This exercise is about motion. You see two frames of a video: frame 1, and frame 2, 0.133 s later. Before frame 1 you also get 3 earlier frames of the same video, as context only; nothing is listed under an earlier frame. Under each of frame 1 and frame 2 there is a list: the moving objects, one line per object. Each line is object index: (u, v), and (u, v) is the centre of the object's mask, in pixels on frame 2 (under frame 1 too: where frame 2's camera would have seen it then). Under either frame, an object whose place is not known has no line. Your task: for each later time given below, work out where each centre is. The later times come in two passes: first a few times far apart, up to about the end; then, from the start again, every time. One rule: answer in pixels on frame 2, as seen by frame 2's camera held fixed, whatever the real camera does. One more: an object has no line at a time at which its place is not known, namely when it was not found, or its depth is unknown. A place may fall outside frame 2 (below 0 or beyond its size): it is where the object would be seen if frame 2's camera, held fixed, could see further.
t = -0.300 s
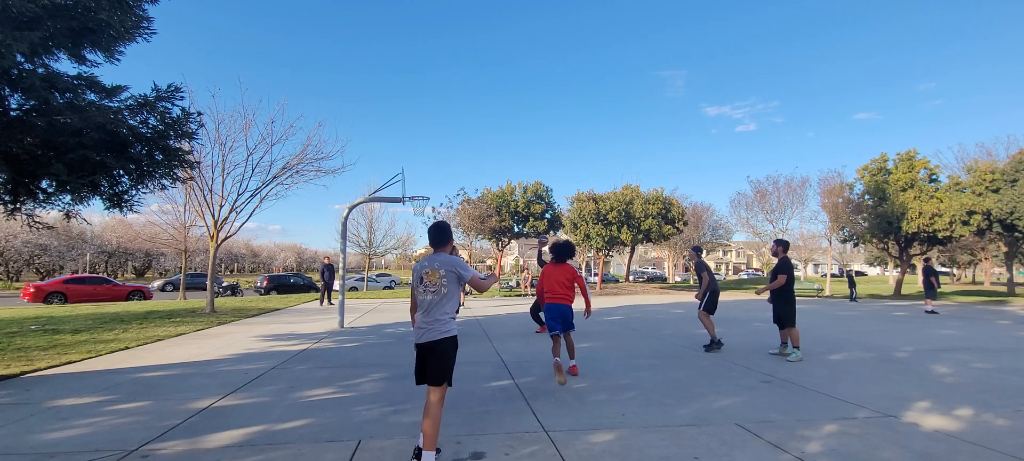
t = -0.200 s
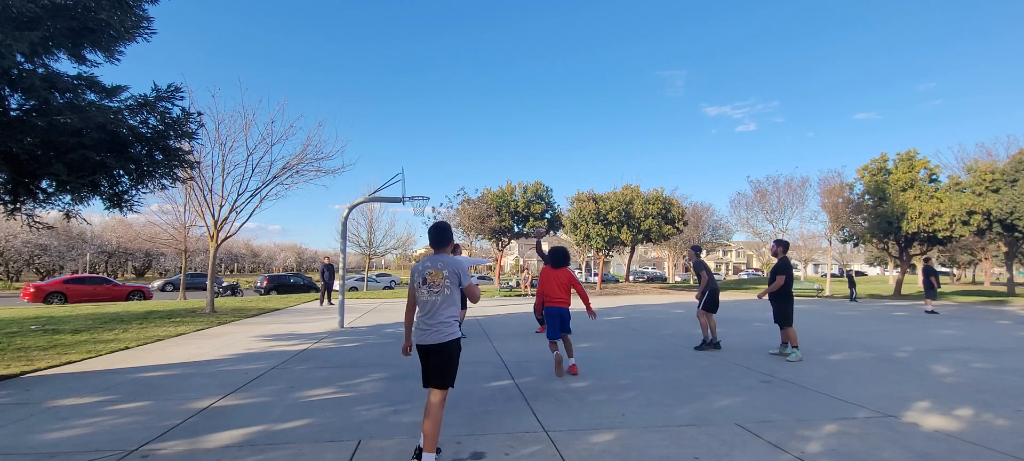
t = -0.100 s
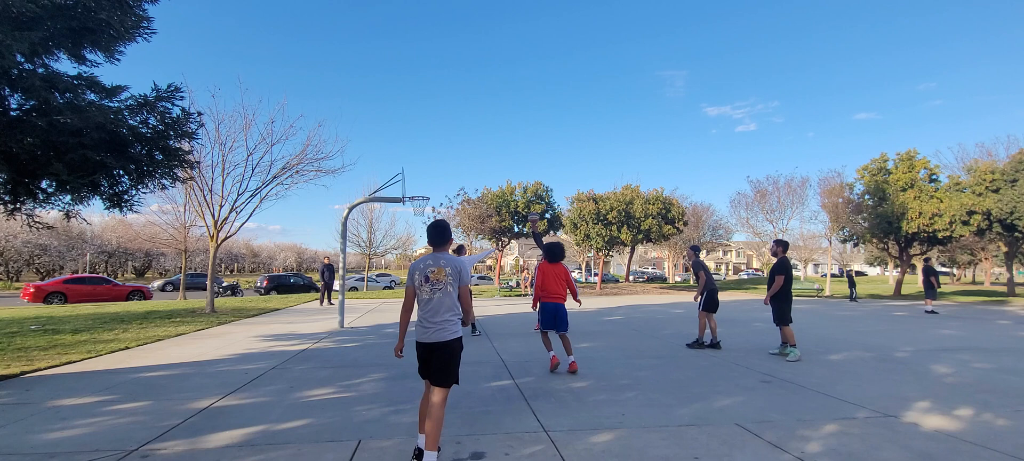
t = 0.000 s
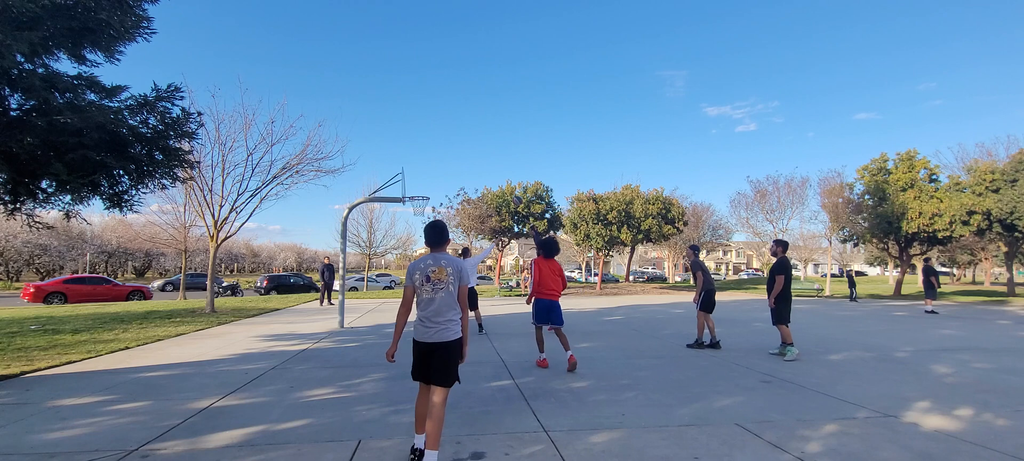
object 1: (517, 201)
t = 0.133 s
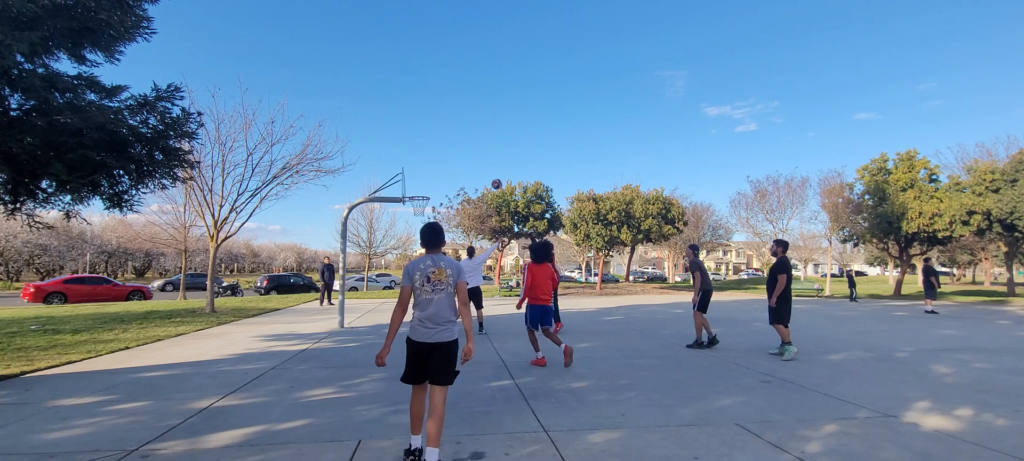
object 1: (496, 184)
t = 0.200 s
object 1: (486, 179)
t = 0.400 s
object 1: (457, 176)
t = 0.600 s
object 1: (430, 188)
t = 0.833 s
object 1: (411, 207)
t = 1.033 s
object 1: (413, 217)
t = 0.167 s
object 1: (491, 182)
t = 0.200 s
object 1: (486, 179)
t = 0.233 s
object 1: (481, 177)
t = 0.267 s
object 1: (477, 176)
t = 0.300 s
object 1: (472, 175)
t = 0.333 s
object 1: (467, 175)
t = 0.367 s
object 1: (462, 175)
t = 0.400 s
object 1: (457, 176)
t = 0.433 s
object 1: (453, 177)
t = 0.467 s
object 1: (448, 178)
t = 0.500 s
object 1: (443, 180)
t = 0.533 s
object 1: (439, 182)
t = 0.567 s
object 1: (434, 185)
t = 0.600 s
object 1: (430, 188)
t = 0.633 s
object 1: (425, 192)
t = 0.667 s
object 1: (421, 196)
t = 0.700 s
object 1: (416, 200)
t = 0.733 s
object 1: (412, 204)
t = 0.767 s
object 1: (411, 207)
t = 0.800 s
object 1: (411, 207)
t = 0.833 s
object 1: (411, 207)
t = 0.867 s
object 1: (411, 207)
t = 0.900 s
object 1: (412, 208)
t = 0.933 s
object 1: (412, 210)
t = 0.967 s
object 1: (413, 212)
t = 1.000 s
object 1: (413, 214)
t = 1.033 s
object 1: (413, 217)
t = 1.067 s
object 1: (414, 220)
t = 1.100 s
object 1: (414, 224)
